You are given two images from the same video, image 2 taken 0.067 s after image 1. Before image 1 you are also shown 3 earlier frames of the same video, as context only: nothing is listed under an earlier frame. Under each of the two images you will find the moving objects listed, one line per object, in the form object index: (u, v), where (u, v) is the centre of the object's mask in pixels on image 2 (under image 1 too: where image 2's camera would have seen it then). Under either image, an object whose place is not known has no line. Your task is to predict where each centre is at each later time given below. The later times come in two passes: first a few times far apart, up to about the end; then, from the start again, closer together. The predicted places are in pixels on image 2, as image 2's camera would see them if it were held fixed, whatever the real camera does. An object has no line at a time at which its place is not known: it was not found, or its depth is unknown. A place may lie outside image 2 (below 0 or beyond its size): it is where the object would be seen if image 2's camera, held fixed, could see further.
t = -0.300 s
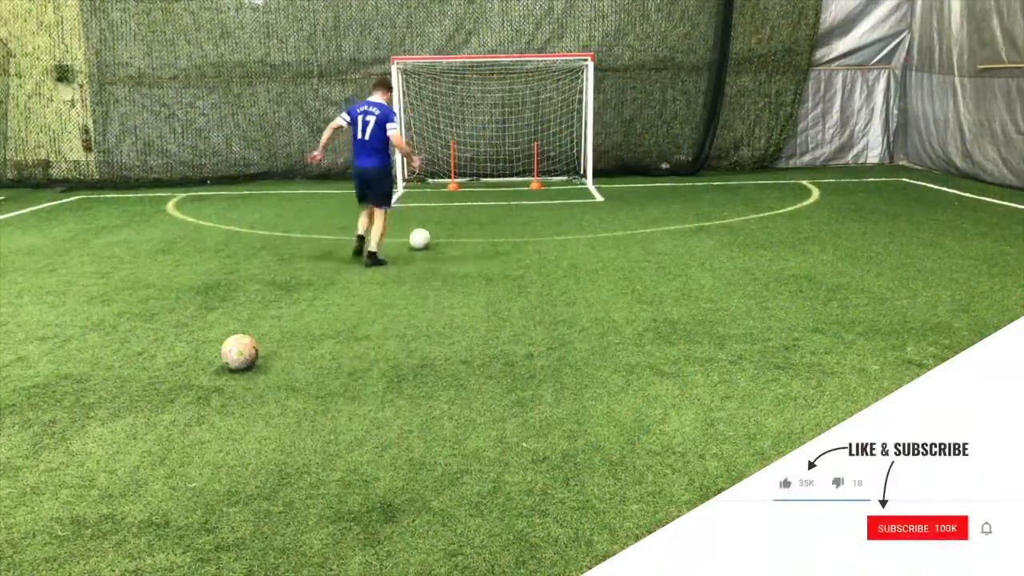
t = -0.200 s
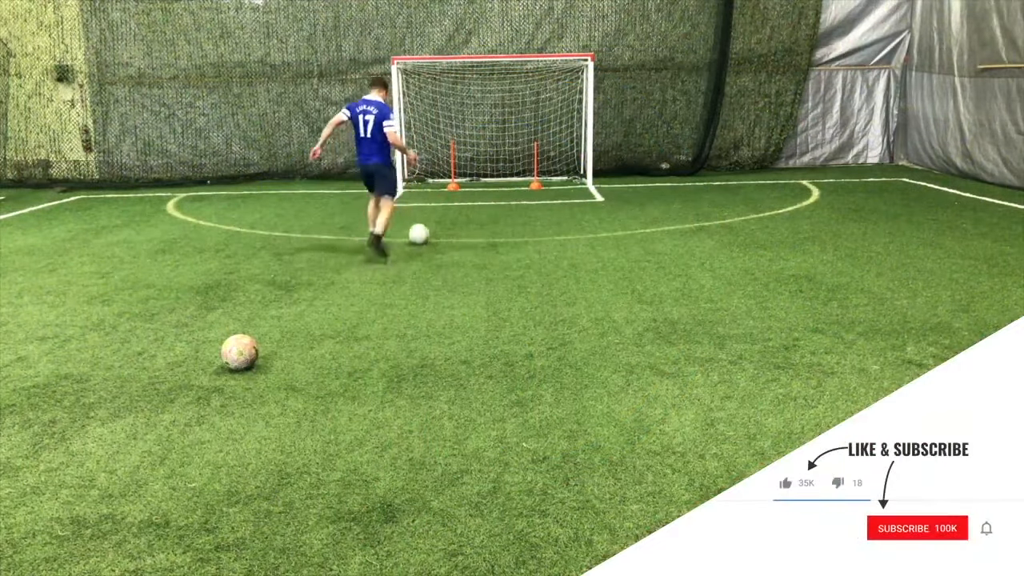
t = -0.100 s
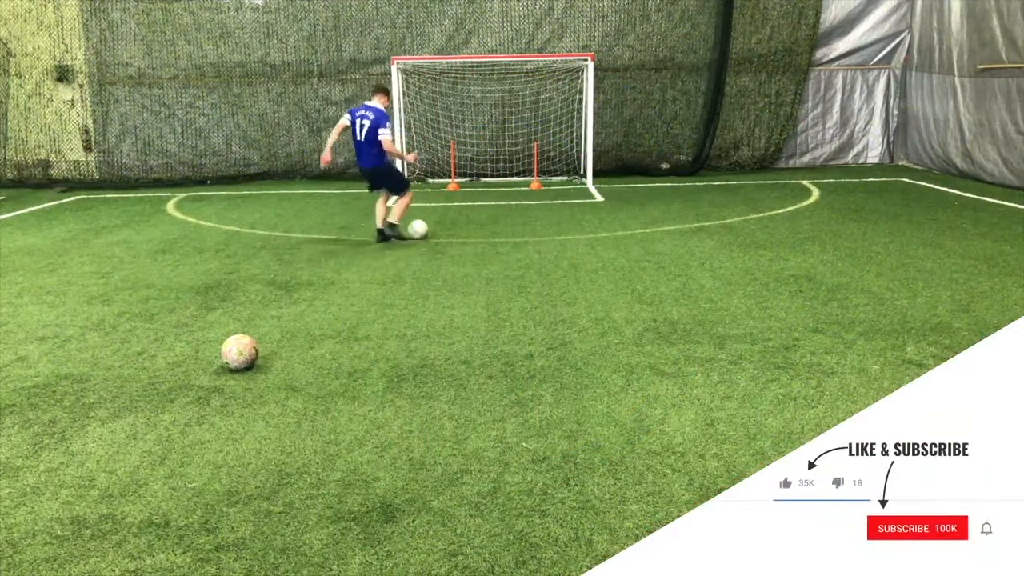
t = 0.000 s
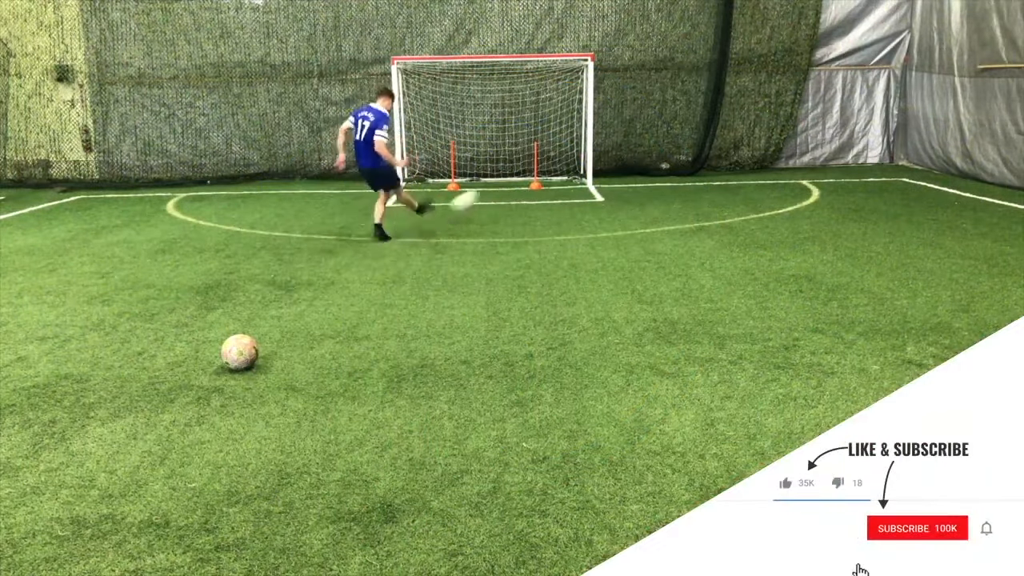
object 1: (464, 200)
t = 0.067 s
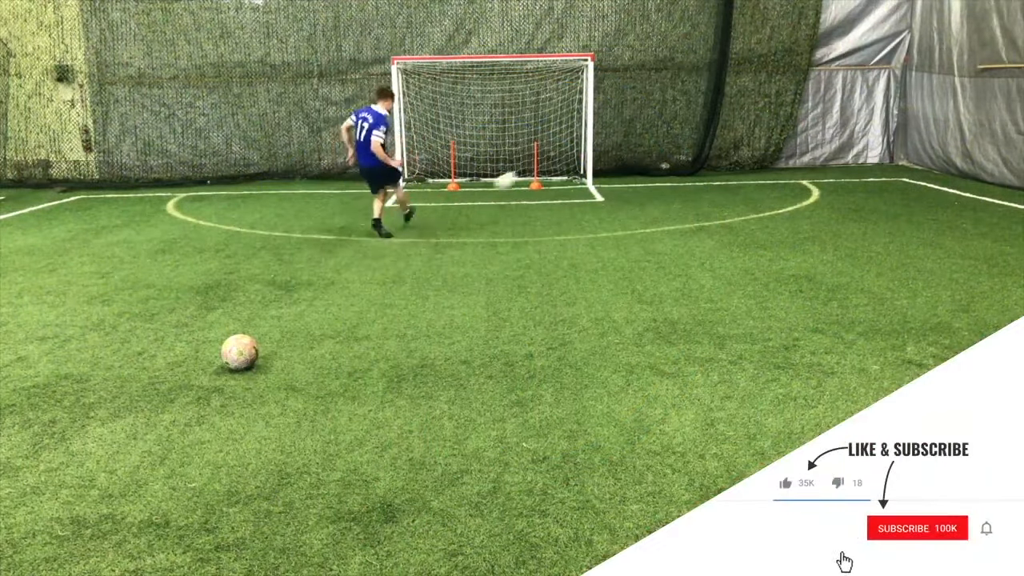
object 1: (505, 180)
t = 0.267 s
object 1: (585, 156)
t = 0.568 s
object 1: (557, 171)
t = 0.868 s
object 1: (518, 167)
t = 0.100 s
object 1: (523, 172)
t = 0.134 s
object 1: (539, 166)
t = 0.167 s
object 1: (553, 162)
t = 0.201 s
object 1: (566, 160)
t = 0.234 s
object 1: (576, 157)
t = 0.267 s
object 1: (585, 156)
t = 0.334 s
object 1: (598, 163)
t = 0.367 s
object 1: (596, 163)
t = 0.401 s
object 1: (585, 163)
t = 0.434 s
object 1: (581, 164)
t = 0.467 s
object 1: (575, 164)
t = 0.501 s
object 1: (569, 166)
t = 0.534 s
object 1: (563, 168)
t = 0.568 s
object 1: (557, 171)
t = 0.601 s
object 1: (551, 174)
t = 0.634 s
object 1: (545, 178)
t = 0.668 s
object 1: (541, 177)
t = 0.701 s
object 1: (536, 176)
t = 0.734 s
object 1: (532, 173)
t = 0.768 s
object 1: (527, 171)
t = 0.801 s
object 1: (525, 169)
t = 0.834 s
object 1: (521, 168)
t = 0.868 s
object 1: (518, 167)
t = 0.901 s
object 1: (514, 168)
